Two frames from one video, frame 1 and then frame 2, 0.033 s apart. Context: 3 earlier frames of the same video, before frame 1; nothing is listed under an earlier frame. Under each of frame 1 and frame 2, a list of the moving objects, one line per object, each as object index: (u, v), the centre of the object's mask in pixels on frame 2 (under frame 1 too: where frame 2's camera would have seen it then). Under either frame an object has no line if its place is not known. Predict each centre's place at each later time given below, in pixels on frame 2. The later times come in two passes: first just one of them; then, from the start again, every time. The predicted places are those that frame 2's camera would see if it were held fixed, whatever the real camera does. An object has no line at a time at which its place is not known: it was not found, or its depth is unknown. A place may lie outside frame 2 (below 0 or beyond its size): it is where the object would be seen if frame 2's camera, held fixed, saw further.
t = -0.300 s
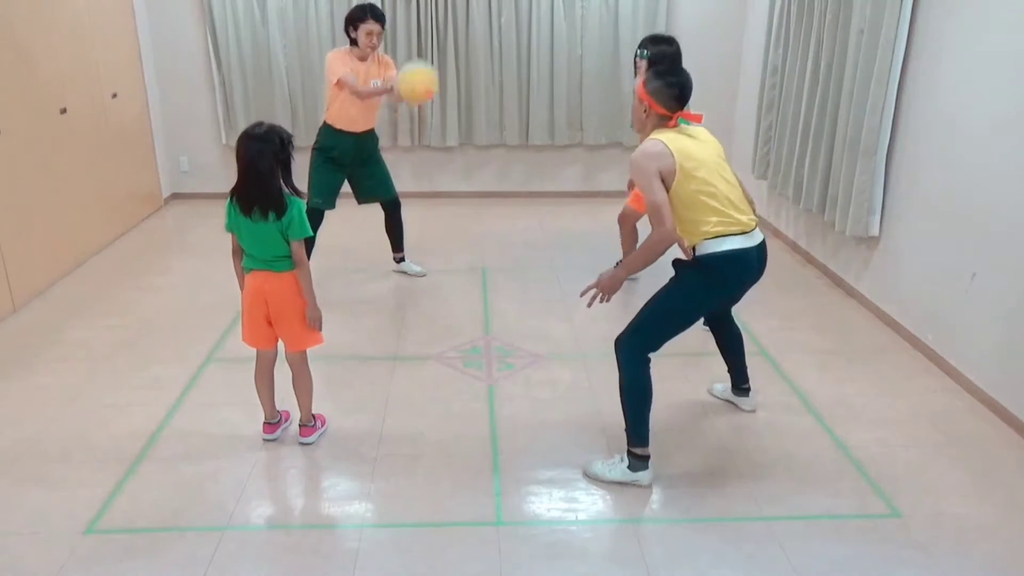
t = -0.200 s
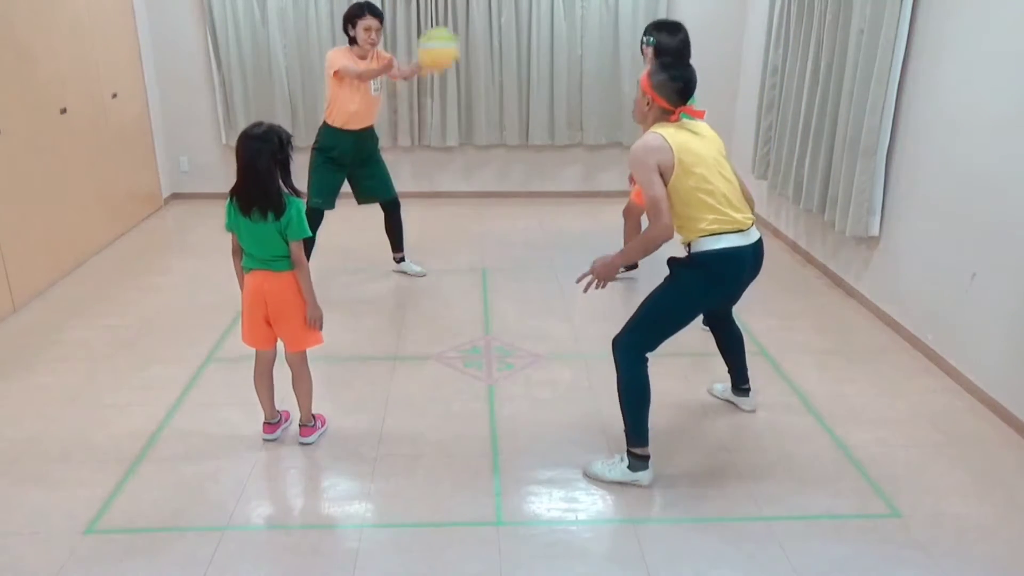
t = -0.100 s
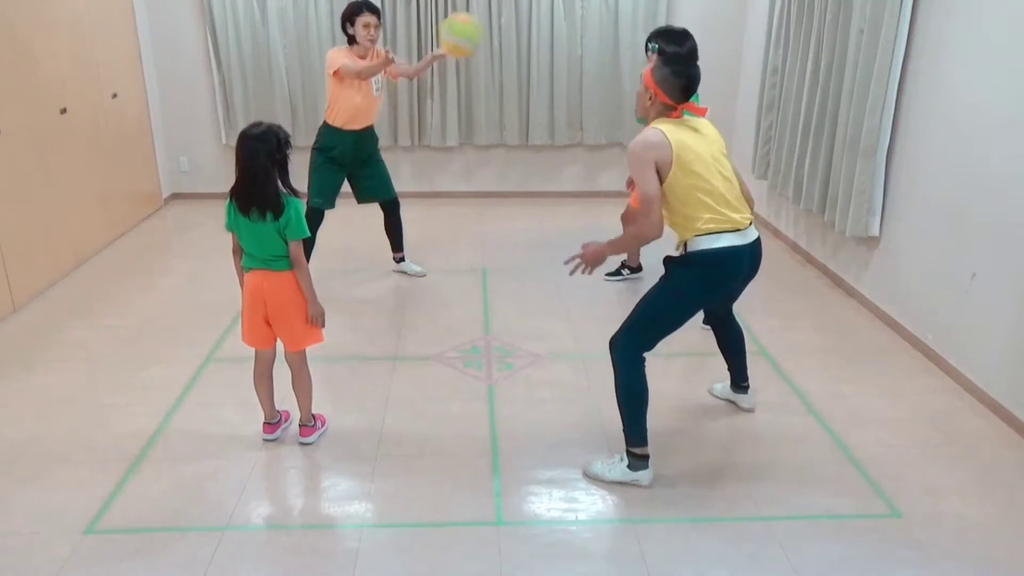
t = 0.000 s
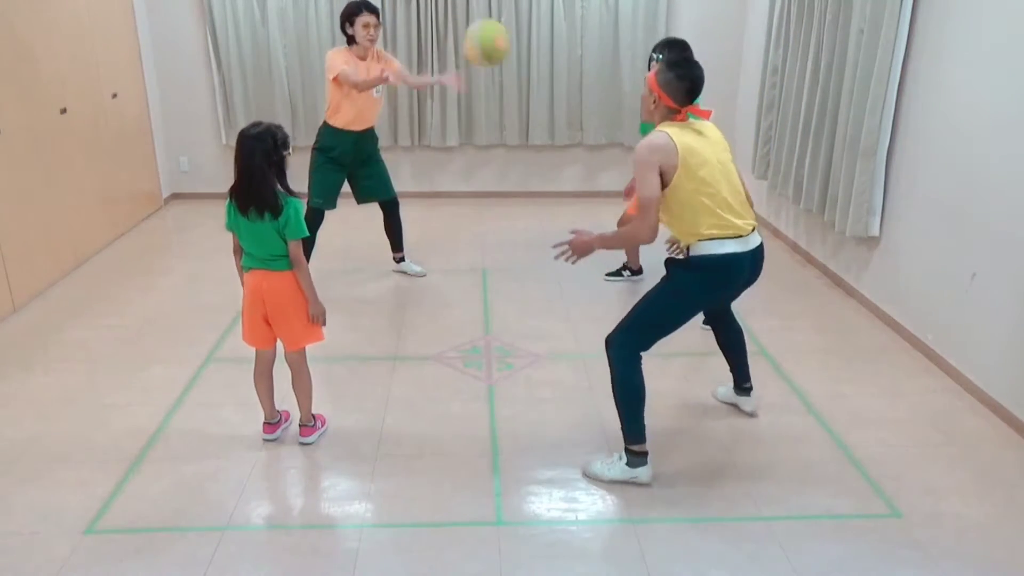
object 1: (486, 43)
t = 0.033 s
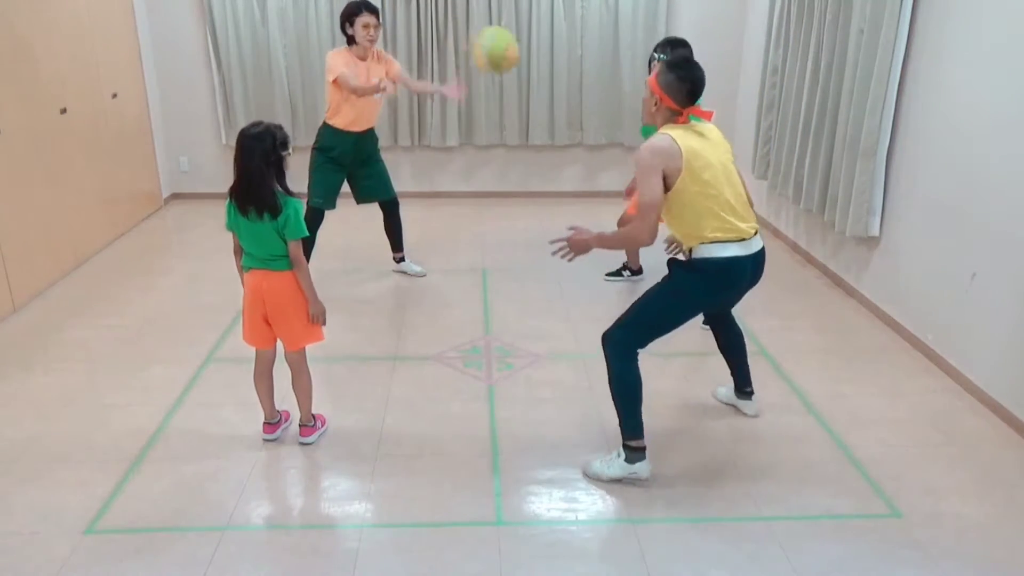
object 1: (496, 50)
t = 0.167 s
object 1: (531, 107)
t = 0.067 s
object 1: (504, 60)
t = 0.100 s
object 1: (513, 73)
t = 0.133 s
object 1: (522, 89)
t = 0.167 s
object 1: (531, 107)
